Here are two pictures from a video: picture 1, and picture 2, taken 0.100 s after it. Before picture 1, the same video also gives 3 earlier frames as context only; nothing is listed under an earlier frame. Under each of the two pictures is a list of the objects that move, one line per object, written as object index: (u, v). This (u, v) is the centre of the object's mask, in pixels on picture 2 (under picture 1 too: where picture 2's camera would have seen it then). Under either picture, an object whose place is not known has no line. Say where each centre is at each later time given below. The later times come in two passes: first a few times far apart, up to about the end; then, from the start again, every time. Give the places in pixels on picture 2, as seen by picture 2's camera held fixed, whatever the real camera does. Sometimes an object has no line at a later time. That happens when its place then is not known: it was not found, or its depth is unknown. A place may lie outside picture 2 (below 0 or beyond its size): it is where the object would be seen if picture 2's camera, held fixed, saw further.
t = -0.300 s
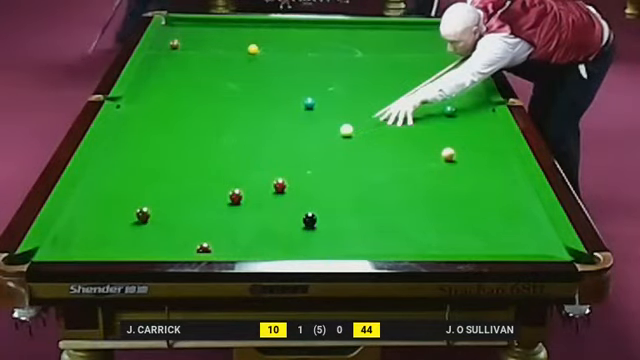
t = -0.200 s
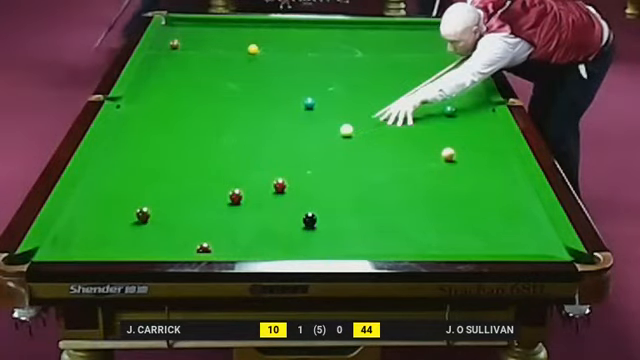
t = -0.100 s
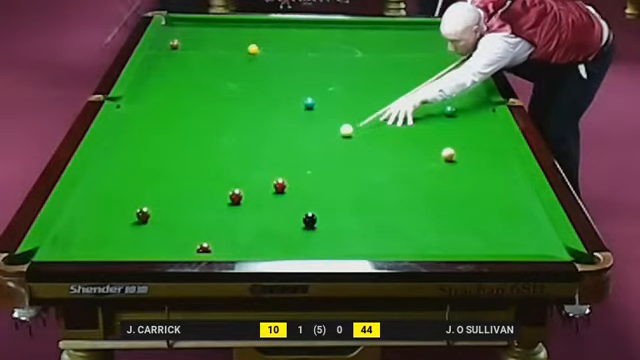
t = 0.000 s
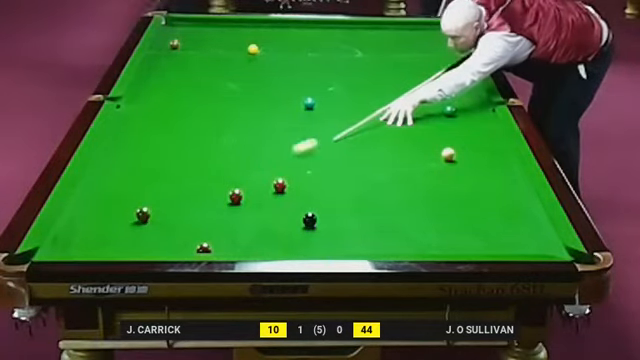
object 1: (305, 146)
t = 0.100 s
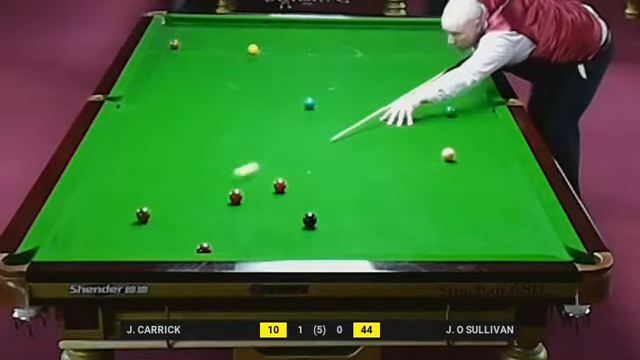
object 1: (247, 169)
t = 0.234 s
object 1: (161, 205)
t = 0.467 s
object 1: (155, 206)
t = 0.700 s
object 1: (158, 203)
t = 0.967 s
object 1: (162, 199)
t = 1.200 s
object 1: (164, 197)
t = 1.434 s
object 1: (166, 195)
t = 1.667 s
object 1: (167, 193)
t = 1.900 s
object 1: (168, 193)
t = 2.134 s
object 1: (168, 193)
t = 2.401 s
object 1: (168, 193)
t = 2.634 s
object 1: (168, 193)
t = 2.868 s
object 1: (168, 193)
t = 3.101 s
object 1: (168, 193)
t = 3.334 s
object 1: (168, 193)
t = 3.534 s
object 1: (168, 193)
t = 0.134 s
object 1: (226, 178)
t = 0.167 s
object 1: (205, 187)
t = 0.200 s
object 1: (184, 195)
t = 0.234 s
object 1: (161, 205)
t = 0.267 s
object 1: (153, 208)
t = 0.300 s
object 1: (153, 209)
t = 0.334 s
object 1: (152, 208)
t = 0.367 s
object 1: (153, 208)
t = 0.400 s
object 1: (153, 208)
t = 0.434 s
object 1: (154, 207)
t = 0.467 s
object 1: (155, 206)
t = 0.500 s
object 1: (155, 206)
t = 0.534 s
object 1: (156, 205)
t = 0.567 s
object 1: (156, 205)
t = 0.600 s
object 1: (157, 204)
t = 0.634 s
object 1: (157, 204)
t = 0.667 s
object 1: (158, 203)
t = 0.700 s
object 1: (158, 203)
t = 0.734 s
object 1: (159, 202)
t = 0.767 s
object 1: (159, 202)
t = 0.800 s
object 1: (160, 201)
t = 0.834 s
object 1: (160, 201)
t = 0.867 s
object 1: (161, 200)
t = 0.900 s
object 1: (161, 200)
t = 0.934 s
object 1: (162, 200)
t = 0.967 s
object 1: (162, 199)
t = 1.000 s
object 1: (163, 199)
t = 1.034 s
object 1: (163, 198)
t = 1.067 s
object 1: (163, 198)
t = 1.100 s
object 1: (164, 198)
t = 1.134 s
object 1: (164, 198)
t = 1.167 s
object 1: (164, 197)
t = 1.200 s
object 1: (164, 197)
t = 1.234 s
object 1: (164, 197)
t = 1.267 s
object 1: (165, 196)
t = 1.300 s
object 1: (165, 196)
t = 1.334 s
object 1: (165, 196)
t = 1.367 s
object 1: (165, 195)
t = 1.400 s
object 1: (165, 195)
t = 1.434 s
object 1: (166, 195)
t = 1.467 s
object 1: (166, 195)
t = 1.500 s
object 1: (166, 194)
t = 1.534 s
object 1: (166, 194)
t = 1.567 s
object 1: (167, 194)
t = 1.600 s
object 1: (167, 194)
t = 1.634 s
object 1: (167, 194)
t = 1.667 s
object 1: (167, 193)
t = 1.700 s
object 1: (167, 193)
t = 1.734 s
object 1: (167, 193)
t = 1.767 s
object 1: (167, 193)
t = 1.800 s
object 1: (168, 193)
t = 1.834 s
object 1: (168, 193)
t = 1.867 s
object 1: (168, 193)
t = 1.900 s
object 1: (168, 193)
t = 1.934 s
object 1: (168, 193)
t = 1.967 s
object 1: (168, 193)
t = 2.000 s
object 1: (168, 193)
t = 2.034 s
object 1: (168, 193)
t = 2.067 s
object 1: (168, 193)
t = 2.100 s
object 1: (168, 193)
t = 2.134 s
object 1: (168, 193)
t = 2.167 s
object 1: (168, 193)
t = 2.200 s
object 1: (168, 193)
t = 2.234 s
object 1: (168, 193)
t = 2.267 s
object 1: (168, 193)
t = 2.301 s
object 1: (168, 193)
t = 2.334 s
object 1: (168, 193)
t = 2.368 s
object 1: (168, 193)
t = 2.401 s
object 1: (168, 193)
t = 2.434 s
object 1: (168, 193)
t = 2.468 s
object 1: (168, 193)
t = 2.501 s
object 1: (168, 193)
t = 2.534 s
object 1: (168, 193)
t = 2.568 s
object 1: (168, 193)
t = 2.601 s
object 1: (168, 193)
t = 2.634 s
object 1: (168, 193)
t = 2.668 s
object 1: (168, 193)
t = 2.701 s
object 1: (168, 193)
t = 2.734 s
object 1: (168, 193)
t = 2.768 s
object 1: (168, 193)
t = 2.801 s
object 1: (168, 193)
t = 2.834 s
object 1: (168, 193)
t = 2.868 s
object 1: (168, 193)
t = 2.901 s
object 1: (168, 193)
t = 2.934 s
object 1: (168, 193)
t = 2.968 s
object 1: (168, 193)
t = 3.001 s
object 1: (168, 193)
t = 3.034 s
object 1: (168, 193)
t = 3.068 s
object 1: (168, 193)
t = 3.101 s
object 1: (168, 193)
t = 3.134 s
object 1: (168, 193)
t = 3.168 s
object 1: (168, 193)
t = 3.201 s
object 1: (168, 193)
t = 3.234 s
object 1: (168, 193)
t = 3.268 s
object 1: (168, 193)
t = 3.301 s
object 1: (168, 193)
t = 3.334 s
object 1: (168, 193)
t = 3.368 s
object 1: (168, 193)
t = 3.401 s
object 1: (168, 193)
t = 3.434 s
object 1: (168, 193)
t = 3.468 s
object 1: (168, 193)
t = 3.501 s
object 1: (168, 193)
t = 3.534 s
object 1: (168, 193)
